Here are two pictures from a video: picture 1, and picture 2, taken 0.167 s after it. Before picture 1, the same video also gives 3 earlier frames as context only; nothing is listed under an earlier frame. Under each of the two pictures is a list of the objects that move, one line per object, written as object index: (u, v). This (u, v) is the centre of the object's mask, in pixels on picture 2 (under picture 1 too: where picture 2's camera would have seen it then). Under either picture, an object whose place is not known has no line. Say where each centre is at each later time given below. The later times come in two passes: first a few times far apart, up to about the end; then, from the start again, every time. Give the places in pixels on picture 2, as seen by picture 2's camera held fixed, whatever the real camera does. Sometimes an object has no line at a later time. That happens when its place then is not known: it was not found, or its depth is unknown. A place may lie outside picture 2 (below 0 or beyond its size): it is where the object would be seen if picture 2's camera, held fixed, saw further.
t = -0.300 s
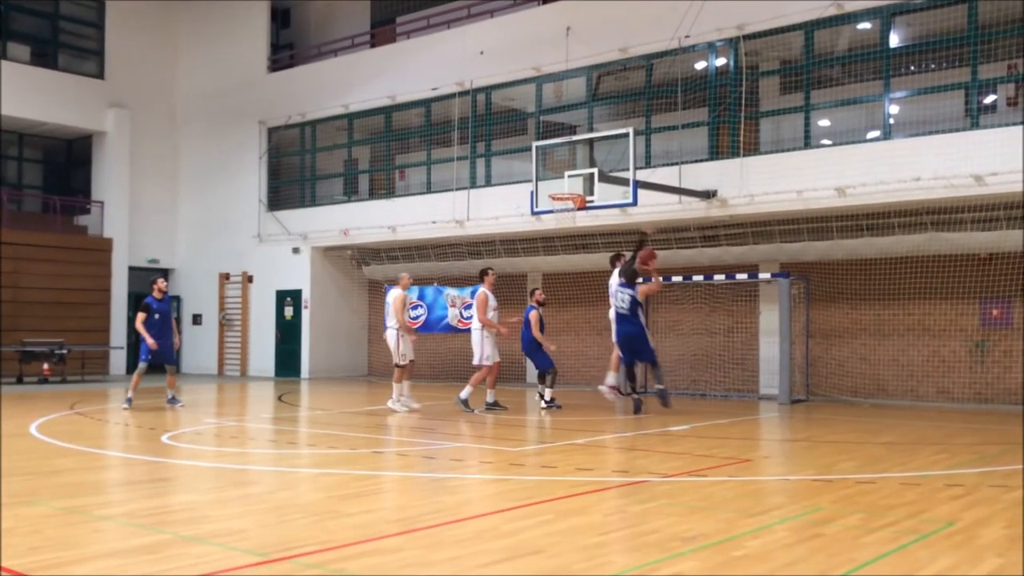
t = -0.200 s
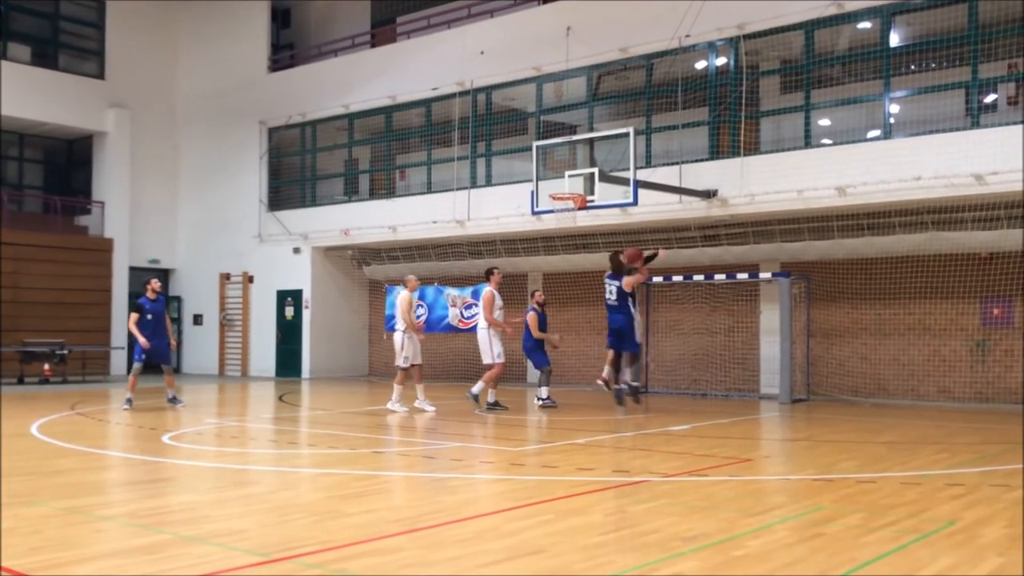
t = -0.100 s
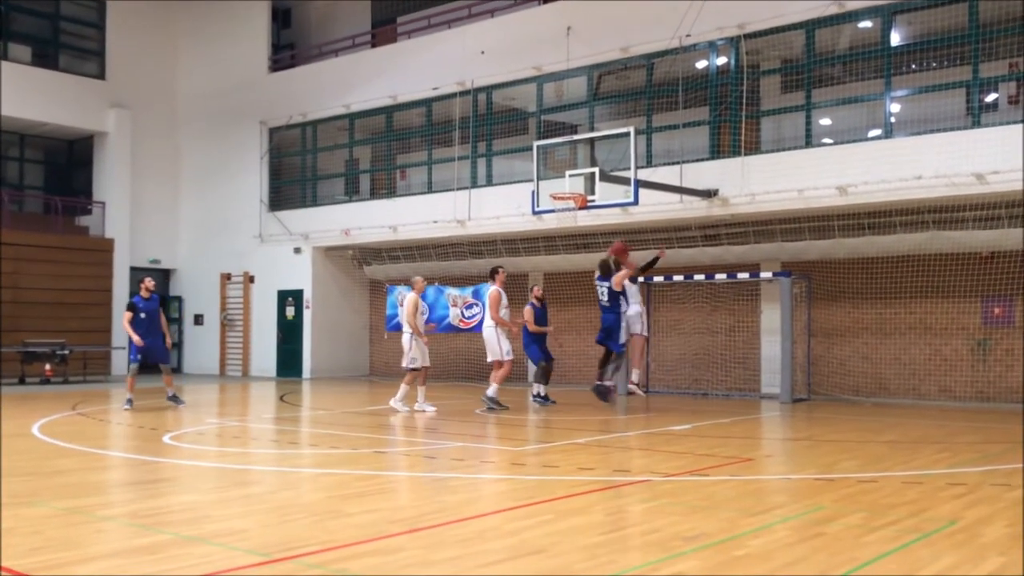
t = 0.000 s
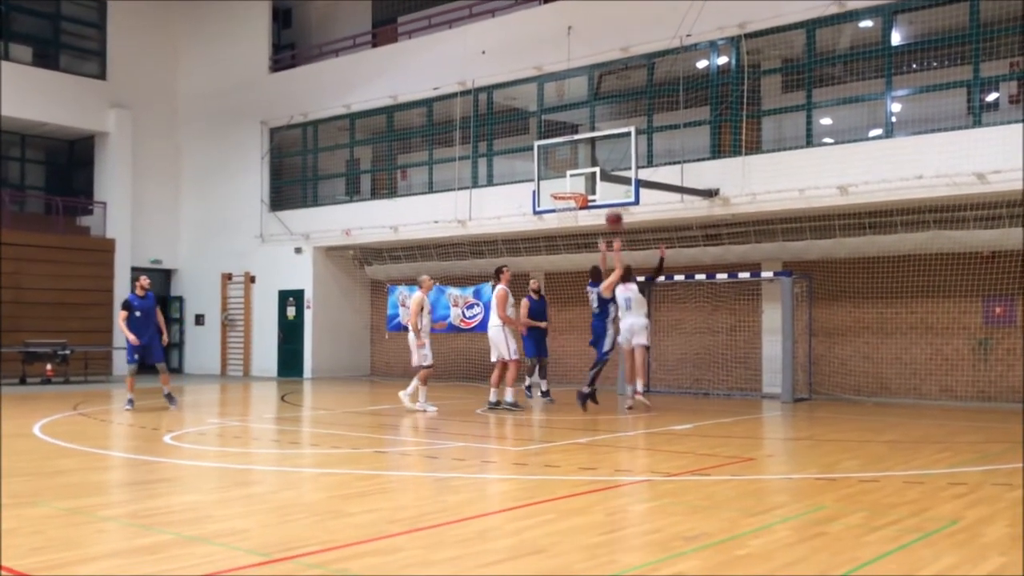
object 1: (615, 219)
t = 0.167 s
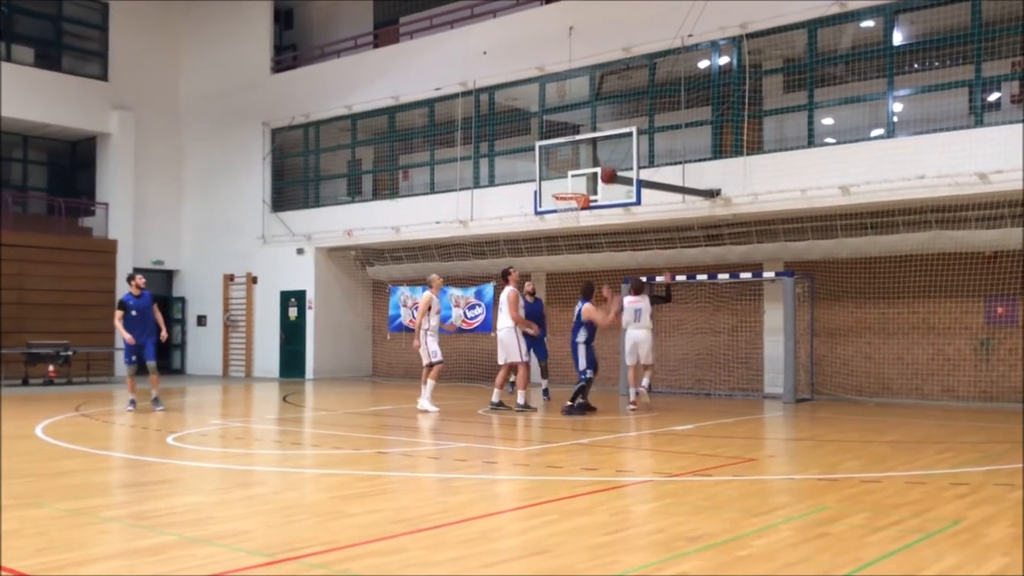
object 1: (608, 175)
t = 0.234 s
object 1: (606, 164)
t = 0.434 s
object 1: (598, 149)
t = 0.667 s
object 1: (582, 168)
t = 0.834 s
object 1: (567, 204)
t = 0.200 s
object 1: (607, 170)
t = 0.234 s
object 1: (606, 164)
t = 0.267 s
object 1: (604, 160)
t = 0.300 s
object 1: (603, 156)
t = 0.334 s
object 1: (602, 154)
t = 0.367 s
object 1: (601, 152)
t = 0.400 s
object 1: (600, 150)
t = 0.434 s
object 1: (598, 149)
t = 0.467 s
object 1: (597, 150)
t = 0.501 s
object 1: (596, 151)
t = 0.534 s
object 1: (594, 153)
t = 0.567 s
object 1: (591, 155)
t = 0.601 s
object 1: (588, 158)
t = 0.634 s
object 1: (585, 162)
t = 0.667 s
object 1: (582, 168)
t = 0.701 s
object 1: (579, 174)
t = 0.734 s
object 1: (576, 181)
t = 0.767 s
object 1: (573, 187)
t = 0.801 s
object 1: (570, 195)
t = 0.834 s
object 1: (567, 204)
